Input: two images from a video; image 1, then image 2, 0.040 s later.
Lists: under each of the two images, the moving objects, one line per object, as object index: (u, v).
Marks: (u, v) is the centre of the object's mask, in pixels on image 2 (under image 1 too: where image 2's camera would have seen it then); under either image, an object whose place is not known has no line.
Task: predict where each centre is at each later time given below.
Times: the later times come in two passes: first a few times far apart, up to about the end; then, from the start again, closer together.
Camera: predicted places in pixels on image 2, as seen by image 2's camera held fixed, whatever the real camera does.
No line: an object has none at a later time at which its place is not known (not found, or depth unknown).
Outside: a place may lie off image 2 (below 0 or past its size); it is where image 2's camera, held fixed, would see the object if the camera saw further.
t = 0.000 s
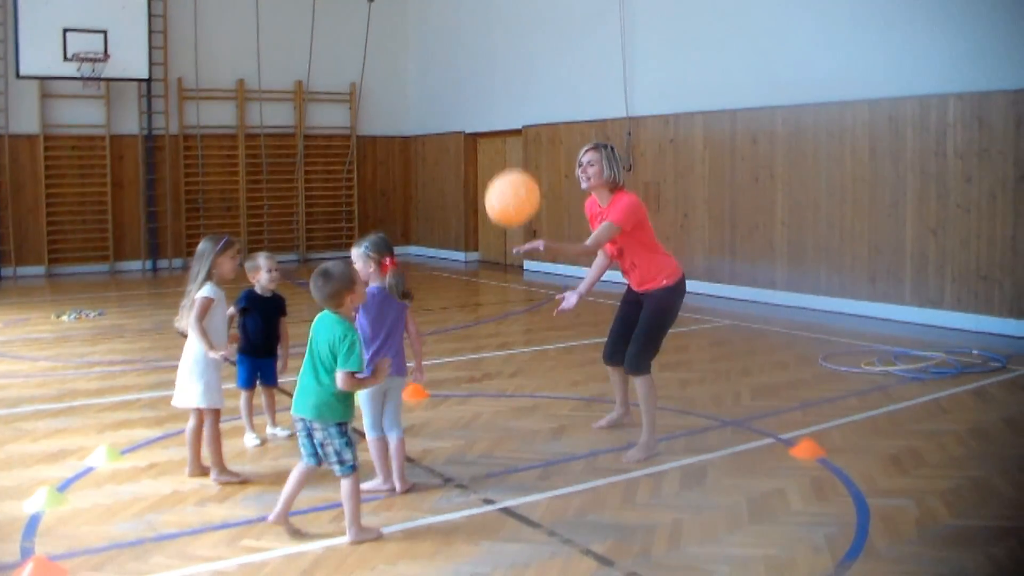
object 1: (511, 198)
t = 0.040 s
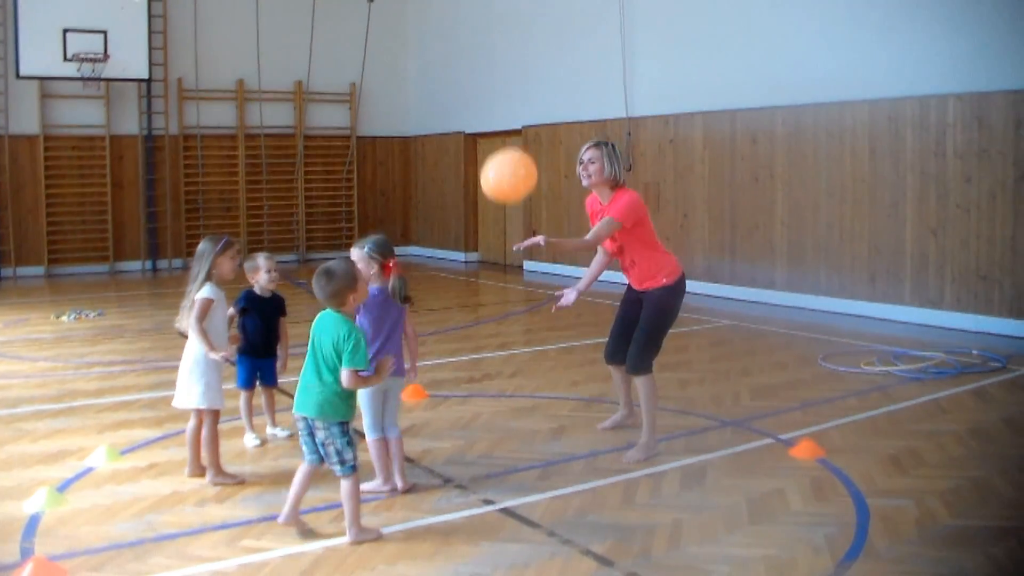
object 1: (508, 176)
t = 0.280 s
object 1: (494, 75)
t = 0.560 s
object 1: (493, 30)
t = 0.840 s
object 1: (493, 36)
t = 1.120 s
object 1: (496, 82)
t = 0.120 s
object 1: (503, 136)
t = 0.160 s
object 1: (500, 118)
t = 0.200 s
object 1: (497, 102)
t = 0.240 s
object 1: (496, 88)
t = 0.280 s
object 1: (494, 75)
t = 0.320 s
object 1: (493, 65)
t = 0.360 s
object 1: (493, 56)
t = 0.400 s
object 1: (493, 48)
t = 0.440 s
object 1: (493, 41)
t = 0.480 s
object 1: (492, 37)
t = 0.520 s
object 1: (492, 33)
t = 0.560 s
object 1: (493, 30)
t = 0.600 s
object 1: (493, 29)
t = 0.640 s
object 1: (494, 28)
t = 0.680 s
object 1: (494, 28)
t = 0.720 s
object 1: (493, 29)
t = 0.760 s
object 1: (493, 30)
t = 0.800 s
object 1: (492, 32)
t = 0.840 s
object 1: (493, 36)
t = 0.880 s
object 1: (492, 40)
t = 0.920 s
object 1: (493, 45)
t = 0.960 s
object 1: (493, 51)
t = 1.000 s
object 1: (494, 58)
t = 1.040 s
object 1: (495, 65)
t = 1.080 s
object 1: (495, 73)
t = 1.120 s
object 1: (496, 82)
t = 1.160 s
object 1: (497, 91)
